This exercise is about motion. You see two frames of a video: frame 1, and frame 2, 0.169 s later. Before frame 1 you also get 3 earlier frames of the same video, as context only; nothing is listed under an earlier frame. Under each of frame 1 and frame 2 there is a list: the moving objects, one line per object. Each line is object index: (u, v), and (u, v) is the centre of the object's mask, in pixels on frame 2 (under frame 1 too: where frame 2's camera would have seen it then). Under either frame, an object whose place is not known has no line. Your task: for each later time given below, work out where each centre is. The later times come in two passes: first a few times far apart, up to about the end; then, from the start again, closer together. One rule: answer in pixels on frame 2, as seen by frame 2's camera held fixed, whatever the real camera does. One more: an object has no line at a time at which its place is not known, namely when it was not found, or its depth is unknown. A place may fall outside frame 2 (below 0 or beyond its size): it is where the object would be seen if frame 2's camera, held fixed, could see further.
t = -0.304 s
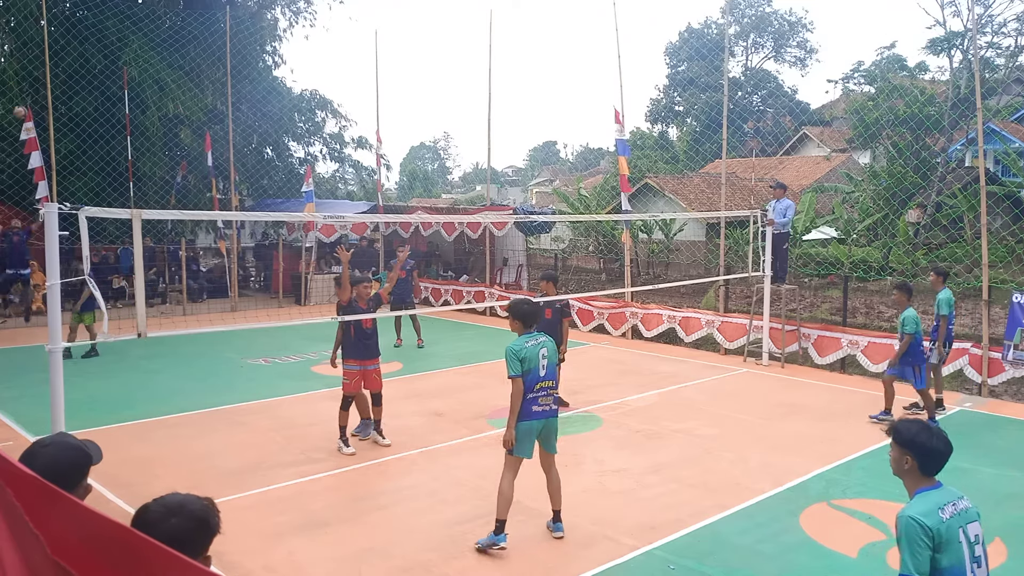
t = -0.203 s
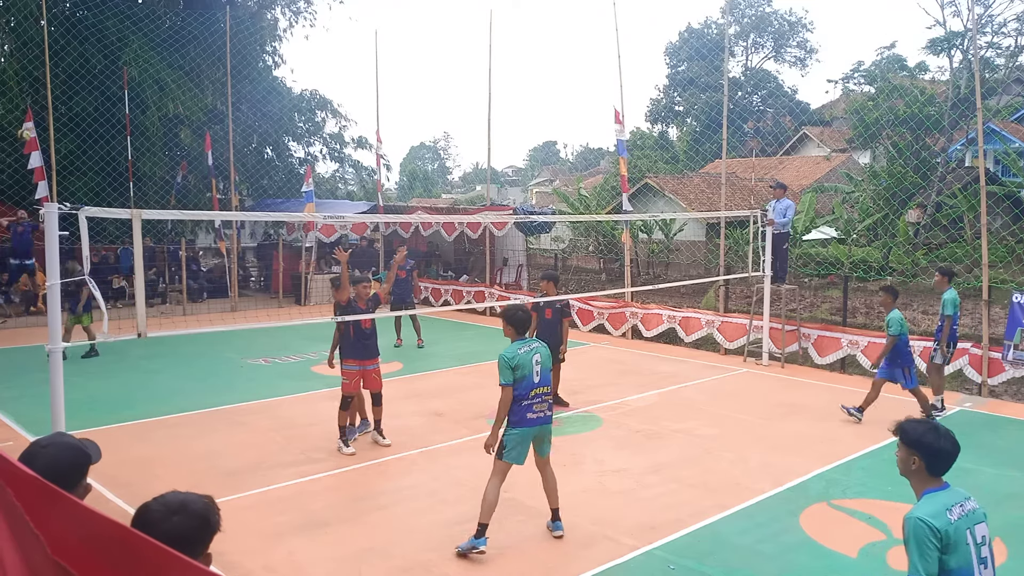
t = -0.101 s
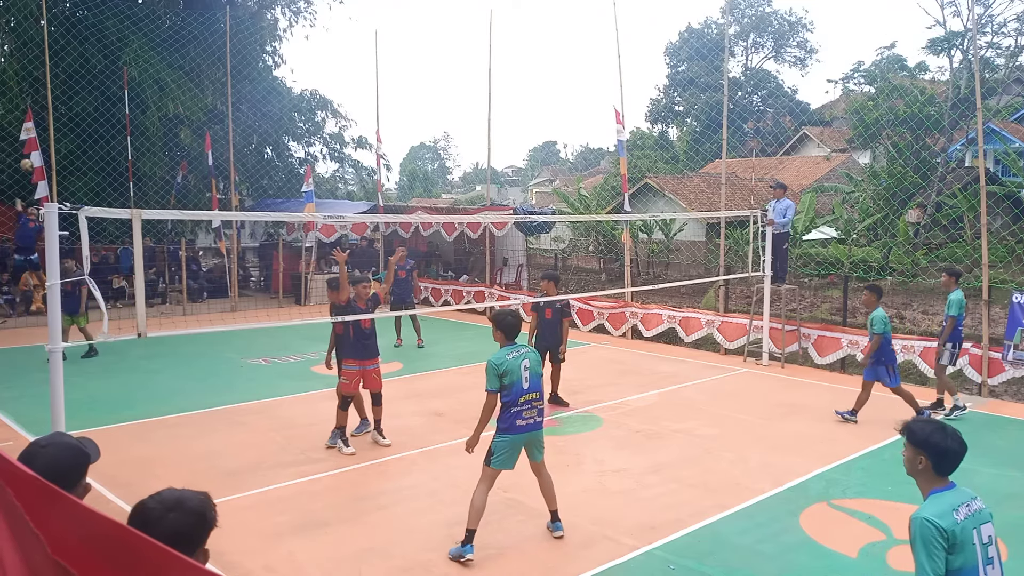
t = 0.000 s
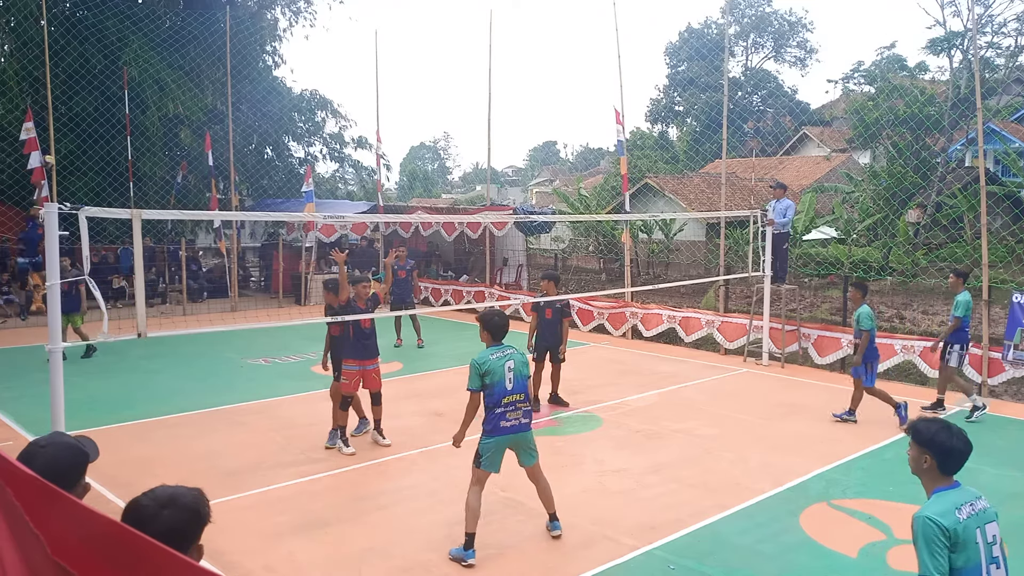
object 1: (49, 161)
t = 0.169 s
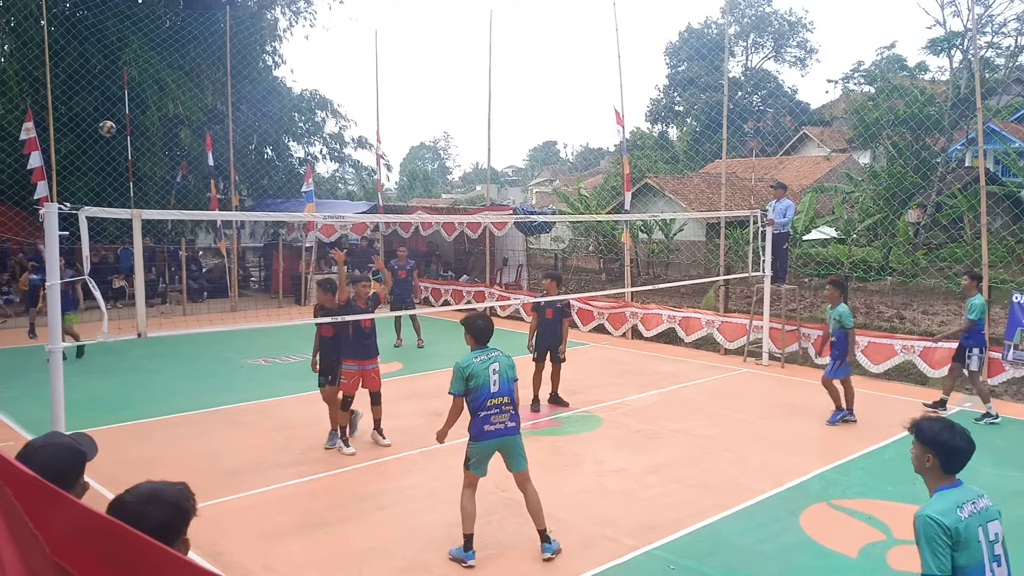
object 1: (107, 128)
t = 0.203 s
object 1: (121, 124)
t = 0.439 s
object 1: (251, 118)
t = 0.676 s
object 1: (465, 197)
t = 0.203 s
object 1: (121, 124)
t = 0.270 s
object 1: (152, 117)
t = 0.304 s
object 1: (169, 115)
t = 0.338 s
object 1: (186, 114)
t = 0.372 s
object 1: (206, 114)
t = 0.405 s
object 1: (228, 114)
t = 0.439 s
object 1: (251, 118)
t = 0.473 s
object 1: (274, 123)
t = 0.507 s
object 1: (299, 128)
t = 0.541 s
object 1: (328, 138)
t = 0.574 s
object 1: (359, 148)
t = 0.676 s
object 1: (465, 197)
